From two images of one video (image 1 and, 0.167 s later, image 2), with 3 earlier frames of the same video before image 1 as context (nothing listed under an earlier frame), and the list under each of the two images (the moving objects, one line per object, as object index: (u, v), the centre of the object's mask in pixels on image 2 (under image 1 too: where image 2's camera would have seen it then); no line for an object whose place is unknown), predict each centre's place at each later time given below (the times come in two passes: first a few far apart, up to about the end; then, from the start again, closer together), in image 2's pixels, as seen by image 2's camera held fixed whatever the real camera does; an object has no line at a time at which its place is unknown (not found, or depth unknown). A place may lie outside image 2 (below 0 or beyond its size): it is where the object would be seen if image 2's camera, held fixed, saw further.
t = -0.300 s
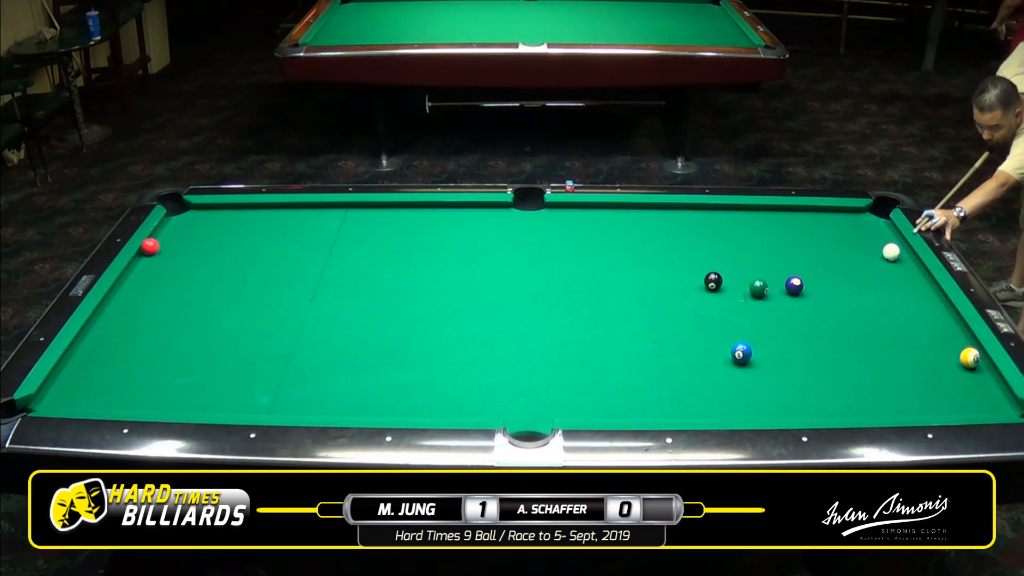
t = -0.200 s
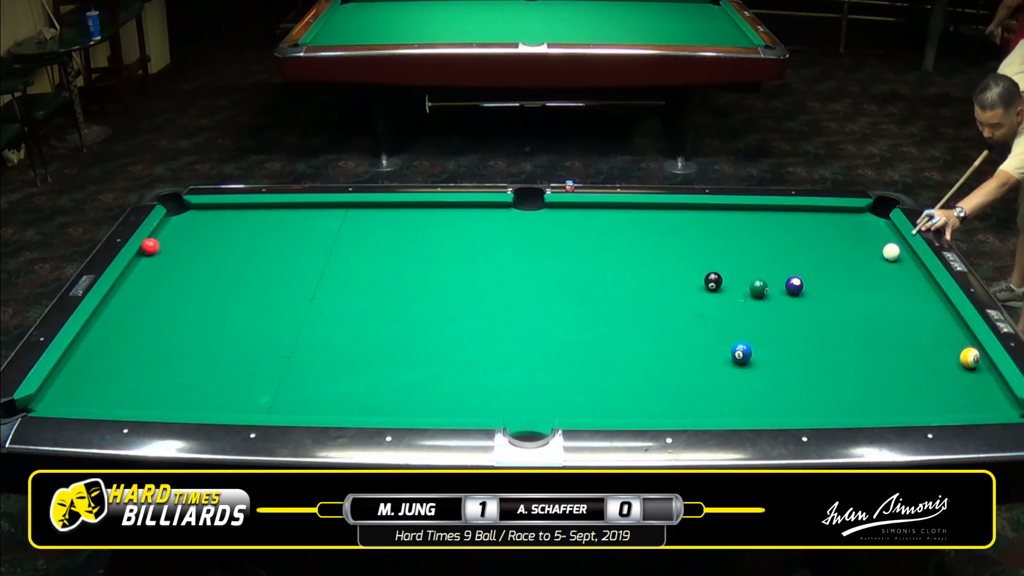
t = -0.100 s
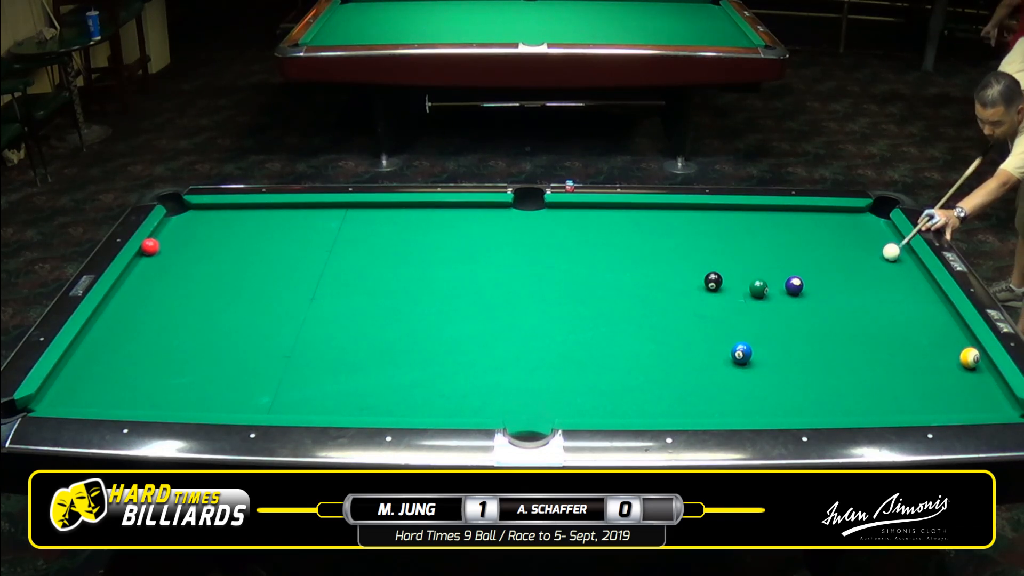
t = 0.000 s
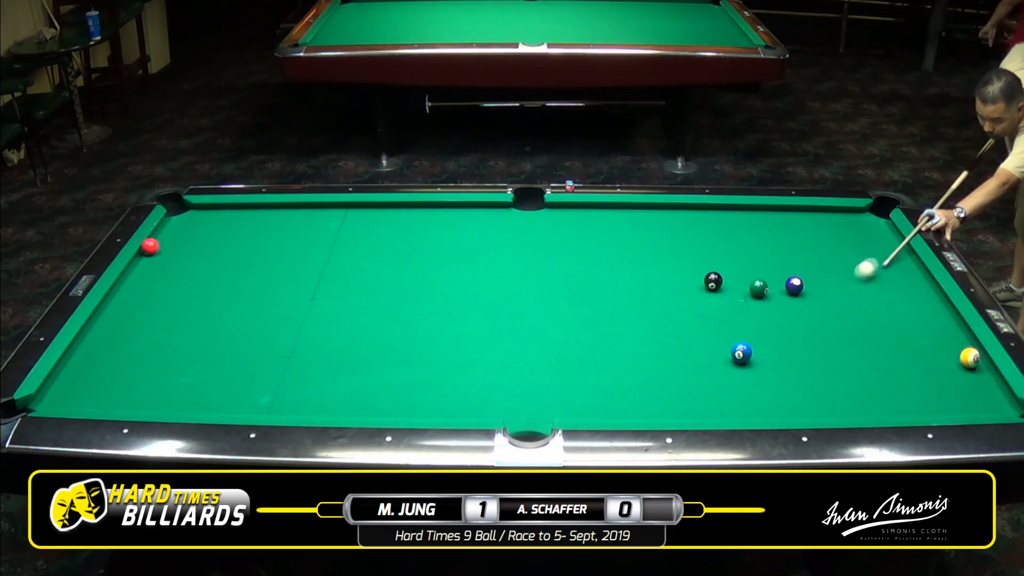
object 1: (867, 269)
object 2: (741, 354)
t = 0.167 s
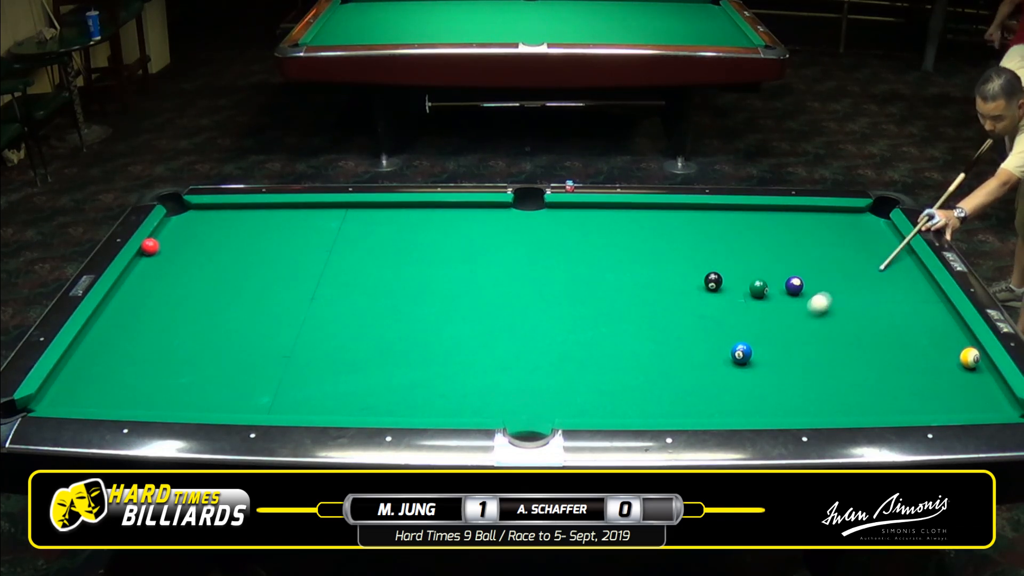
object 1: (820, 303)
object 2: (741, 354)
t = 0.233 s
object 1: (802, 317)
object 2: (741, 354)
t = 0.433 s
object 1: (766, 357)
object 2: (718, 358)
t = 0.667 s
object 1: (777, 398)
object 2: (640, 372)
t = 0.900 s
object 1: (787, 399)
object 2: (565, 386)
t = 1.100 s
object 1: (794, 380)
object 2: (500, 397)
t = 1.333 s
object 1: (802, 361)
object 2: (423, 408)
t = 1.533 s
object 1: (808, 346)
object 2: (363, 408)
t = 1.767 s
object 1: (813, 329)
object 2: (307, 404)
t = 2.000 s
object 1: (819, 315)
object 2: (254, 397)
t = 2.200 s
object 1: (823, 304)
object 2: (212, 390)
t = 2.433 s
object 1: (827, 292)
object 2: (166, 384)
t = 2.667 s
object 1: (831, 281)
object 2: (125, 376)
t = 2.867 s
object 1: (834, 273)
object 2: (93, 370)
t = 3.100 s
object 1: (837, 264)
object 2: (68, 365)
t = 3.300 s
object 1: (839, 257)
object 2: (91, 362)
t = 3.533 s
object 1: (841, 249)
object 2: (117, 359)
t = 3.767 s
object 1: (842, 243)
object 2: (140, 357)
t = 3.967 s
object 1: (844, 238)
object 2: (159, 355)
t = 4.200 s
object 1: (845, 232)
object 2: (181, 353)
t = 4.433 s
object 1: (846, 227)
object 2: (199, 351)
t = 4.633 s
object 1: (847, 224)
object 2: (215, 350)
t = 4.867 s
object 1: (848, 220)
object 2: (231, 348)
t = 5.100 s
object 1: (849, 217)
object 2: (246, 346)
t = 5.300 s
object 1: (850, 215)
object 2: (256, 345)
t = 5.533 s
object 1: (851, 212)
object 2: (268, 344)
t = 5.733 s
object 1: (851, 211)
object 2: (276, 343)
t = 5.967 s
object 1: (852, 211)
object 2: (284, 342)
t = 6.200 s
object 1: (853, 211)
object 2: (290, 342)
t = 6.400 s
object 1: (852, 211)
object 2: (294, 341)
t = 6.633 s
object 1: (852, 211)
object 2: (297, 341)
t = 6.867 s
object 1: (852, 211)
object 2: (298, 341)
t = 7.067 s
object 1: (852, 211)
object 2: (298, 341)
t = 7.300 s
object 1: (852, 211)
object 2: (298, 341)
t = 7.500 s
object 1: (852, 211)
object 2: (298, 341)
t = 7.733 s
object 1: (852, 211)
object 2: (298, 341)
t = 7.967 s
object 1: (852, 211)
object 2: (298, 341)
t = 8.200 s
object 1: (852, 211)
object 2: (298, 341)
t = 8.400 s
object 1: (852, 211)
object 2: (298, 341)
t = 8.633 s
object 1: (852, 211)
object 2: (298, 341)
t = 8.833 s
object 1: (852, 211)
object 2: (298, 341)
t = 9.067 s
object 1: (852, 211)
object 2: (298, 341)
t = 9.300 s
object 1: (852, 211)
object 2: (298, 341)
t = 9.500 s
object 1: (852, 211)
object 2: (298, 341)
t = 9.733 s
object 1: (852, 211)
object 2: (298, 341)
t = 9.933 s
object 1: (852, 211)
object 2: (298, 341)
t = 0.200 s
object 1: (811, 310)
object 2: (741, 354)
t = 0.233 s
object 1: (802, 317)
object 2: (741, 354)
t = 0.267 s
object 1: (792, 324)
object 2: (741, 354)
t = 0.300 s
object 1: (783, 331)
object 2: (741, 354)
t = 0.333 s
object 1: (773, 338)
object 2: (741, 354)
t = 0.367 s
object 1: (764, 346)
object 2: (741, 354)
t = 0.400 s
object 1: (762, 352)
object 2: (731, 356)
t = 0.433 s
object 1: (766, 357)
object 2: (718, 358)
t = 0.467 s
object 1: (769, 362)
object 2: (704, 361)
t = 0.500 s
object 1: (771, 368)
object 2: (693, 363)
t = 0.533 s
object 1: (773, 374)
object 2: (682, 365)
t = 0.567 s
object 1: (774, 380)
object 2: (672, 367)
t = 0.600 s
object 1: (775, 386)
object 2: (662, 369)
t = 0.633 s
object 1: (776, 392)
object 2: (652, 370)
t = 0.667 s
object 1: (777, 398)
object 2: (640, 372)
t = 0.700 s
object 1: (779, 404)
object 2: (630, 375)
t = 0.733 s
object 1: (780, 408)
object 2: (620, 376)
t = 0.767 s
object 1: (781, 410)
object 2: (609, 378)
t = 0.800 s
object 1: (783, 408)
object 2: (598, 380)
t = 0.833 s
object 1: (784, 405)
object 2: (588, 382)
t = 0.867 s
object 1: (785, 402)
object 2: (577, 384)
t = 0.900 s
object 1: (787, 399)
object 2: (565, 386)
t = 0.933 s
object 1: (788, 396)
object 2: (555, 387)
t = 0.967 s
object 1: (790, 392)
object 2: (544, 389)
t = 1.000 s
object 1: (791, 389)
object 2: (533, 391)
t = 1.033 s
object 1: (792, 386)
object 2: (523, 393)
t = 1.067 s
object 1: (793, 383)
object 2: (512, 395)
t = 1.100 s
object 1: (794, 380)
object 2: (500, 397)
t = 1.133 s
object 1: (796, 378)
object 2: (489, 399)
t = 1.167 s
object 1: (797, 375)
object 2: (478, 400)
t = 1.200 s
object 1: (798, 372)
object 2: (468, 402)
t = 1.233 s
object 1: (799, 369)
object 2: (457, 404)
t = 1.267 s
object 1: (800, 366)
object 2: (446, 405)
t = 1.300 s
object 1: (801, 363)
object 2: (434, 407)
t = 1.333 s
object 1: (802, 361)
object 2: (423, 408)
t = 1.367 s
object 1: (803, 358)
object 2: (412, 409)
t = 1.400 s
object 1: (804, 356)
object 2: (401, 409)
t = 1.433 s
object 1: (805, 353)
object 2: (390, 410)
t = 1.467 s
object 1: (806, 351)
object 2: (381, 411)
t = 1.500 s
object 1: (807, 348)
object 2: (373, 409)
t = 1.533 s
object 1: (808, 346)
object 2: (363, 408)
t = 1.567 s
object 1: (809, 343)
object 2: (355, 408)
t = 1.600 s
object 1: (809, 341)
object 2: (347, 407)
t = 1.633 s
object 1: (810, 338)
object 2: (339, 407)
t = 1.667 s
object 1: (811, 336)
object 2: (330, 406)
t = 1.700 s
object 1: (812, 334)
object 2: (323, 405)
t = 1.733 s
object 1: (813, 332)
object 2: (315, 404)
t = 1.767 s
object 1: (813, 329)
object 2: (307, 404)
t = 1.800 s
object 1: (814, 327)
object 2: (298, 403)
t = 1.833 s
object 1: (815, 325)
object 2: (291, 402)
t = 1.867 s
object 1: (816, 323)
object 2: (283, 401)
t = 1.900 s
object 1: (817, 321)
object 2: (276, 400)
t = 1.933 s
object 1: (817, 319)
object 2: (269, 399)
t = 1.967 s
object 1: (818, 317)
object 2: (261, 399)
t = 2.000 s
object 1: (819, 315)
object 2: (254, 397)
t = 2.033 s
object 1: (819, 313)
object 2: (247, 395)
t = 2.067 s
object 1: (820, 311)
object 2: (239, 395)
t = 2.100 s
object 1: (821, 309)
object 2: (232, 394)
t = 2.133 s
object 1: (821, 307)
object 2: (225, 393)
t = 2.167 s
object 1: (822, 306)
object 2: (219, 392)
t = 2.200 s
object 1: (823, 304)
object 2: (212, 390)
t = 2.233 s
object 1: (824, 302)
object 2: (205, 390)
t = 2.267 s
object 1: (824, 300)
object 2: (199, 388)
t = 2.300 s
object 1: (825, 299)
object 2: (191, 388)
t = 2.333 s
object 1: (825, 297)
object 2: (185, 386)
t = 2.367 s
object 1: (826, 295)
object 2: (178, 385)
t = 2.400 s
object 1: (827, 293)
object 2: (173, 384)
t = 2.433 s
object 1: (827, 292)
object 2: (166, 384)
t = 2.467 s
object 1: (828, 290)
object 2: (161, 382)
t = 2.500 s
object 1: (828, 289)
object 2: (154, 381)
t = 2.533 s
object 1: (829, 287)
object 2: (148, 380)
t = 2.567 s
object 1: (829, 286)
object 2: (142, 379)
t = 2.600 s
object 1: (830, 284)
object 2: (136, 379)
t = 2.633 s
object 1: (830, 283)
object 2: (131, 378)
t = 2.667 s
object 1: (831, 281)
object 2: (125, 376)
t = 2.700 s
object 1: (831, 280)
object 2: (119, 375)
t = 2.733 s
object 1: (832, 278)
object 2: (114, 374)
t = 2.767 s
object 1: (832, 277)
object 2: (109, 373)
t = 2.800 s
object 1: (833, 275)
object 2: (104, 372)
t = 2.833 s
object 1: (833, 274)
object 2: (98, 371)
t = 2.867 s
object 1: (834, 273)
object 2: (93, 370)
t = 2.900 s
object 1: (834, 271)
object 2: (88, 370)
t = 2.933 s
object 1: (834, 270)
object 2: (82, 369)
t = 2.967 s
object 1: (835, 269)
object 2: (78, 368)
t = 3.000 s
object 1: (835, 267)
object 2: (72, 366)
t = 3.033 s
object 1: (836, 266)
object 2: (68, 365)
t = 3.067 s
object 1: (836, 265)
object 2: (65, 365)
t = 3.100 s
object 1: (837, 264)
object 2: (68, 365)
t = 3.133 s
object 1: (837, 263)
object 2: (72, 364)
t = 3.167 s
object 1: (837, 261)
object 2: (77, 364)
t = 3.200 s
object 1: (838, 260)
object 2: (81, 363)
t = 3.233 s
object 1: (838, 259)
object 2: (85, 363)
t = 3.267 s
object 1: (838, 258)
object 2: (88, 363)
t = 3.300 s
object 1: (839, 257)
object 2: (91, 362)
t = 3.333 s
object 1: (839, 256)
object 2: (95, 362)
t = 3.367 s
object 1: (839, 255)
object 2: (98, 361)
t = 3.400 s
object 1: (840, 253)
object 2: (102, 361)
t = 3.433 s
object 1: (840, 252)
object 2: (106, 360)
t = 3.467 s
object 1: (840, 251)
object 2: (110, 360)
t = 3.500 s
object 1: (841, 250)
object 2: (113, 360)
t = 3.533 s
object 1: (841, 249)
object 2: (117, 359)
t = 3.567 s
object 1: (841, 248)
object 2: (120, 359)
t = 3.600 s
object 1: (841, 247)
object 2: (123, 359)
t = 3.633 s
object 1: (842, 246)
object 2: (127, 358)
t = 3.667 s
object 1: (842, 245)
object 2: (130, 358)
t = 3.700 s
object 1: (842, 245)
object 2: (133, 358)
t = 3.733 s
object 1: (842, 244)
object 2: (137, 357)
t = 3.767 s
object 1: (842, 243)
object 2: (140, 357)
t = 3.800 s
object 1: (843, 242)
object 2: (144, 356)
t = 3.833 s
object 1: (843, 241)
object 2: (147, 356)
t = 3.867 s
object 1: (843, 240)
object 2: (150, 356)
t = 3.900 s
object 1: (843, 239)
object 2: (153, 356)
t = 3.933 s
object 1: (844, 238)
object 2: (156, 355)
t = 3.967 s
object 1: (844, 238)
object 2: (159, 355)
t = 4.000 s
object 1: (844, 237)
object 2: (162, 355)
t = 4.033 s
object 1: (844, 236)
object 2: (165, 354)
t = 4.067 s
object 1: (844, 235)
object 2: (168, 354)
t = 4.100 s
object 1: (845, 234)
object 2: (171, 353)
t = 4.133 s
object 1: (845, 234)
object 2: (175, 353)
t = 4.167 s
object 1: (845, 233)
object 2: (178, 353)
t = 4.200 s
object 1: (845, 232)
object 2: (181, 353)
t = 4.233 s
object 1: (845, 231)
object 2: (183, 353)
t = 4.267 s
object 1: (846, 231)
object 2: (186, 353)
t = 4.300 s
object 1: (846, 230)
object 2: (189, 352)
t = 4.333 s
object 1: (846, 229)
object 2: (191, 352)
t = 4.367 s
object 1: (846, 229)
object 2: (194, 351)
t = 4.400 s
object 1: (846, 228)
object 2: (197, 351)
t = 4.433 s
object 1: (846, 227)
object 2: (199, 351)
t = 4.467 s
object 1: (846, 227)
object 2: (202, 350)
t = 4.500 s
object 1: (847, 226)
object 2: (205, 350)
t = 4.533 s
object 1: (847, 225)
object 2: (208, 350)
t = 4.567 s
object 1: (847, 225)
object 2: (210, 350)
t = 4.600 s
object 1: (847, 224)
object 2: (212, 350)
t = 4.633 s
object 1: (847, 224)
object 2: (215, 350)
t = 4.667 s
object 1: (847, 223)
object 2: (217, 350)
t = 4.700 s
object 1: (848, 223)
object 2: (219, 349)
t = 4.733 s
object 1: (848, 222)
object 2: (222, 349)
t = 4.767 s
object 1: (848, 222)
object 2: (224, 349)
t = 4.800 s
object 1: (848, 221)
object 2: (226, 348)
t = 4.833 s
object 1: (848, 220)
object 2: (228, 348)
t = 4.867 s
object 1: (848, 220)
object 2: (231, 348)
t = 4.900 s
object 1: (848, 219)
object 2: (233, 347)
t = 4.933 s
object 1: (848, 219)
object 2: (235, 347)
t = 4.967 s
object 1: (849, 219)
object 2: (237, 347)
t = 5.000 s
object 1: (849, 218)
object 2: (240, 347)
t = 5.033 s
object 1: (849, 218)
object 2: (242, 347)
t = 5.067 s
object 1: (849, 217)
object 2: (244, 347)
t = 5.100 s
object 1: (849, 217)
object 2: (246, 346)
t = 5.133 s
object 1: (849, 216)
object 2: (247, 346)
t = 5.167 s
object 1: (849, 216)
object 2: (249, 346)
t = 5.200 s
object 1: (850, 216)
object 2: (251, 346)
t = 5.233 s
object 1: (850, 215)
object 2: (252, 346)
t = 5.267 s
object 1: (850, 215)
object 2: (255, 346)
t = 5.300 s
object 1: (850, 215)
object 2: (256, 345)
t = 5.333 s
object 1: (850, 214)
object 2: (258, 345)
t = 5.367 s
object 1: (850, 214)
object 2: (259, 345)
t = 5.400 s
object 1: (851, 214)
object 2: (261, 345)
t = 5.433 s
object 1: (851, 213)
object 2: (263, 344)
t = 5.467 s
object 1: (851, 213)
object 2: (264, 344)
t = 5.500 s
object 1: (851, 213)
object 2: (266, 344)
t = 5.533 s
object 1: (851, 212)
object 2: (268, 344)
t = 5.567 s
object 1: (851, 212)
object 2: (269, 343)
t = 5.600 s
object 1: (851, 212)
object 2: (271, 344)
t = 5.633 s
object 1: (851, 212)
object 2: (272, 343)
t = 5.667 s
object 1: (851, 211)
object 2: (274, 343)
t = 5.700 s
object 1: (851, 211)
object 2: (275, 343)
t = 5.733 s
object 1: (851, 211)
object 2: (276, 343)
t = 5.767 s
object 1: (851, 211)
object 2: (277, 343)
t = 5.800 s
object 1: (851, 211)
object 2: (279, 343)
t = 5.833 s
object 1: (852, 211)
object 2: (280, 343)
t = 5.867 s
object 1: (852, 211)
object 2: (281, 343)
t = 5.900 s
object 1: (852, 211)
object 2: (282, 343)
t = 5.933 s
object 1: (852, 211)
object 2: (283, 342)
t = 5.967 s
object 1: (852, 211)
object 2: (284, 342)
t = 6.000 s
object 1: (852, 211)
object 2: (285, 342)
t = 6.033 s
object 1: (852, 211)
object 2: (286, 342)
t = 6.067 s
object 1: (853, 211)
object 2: (287, 342)
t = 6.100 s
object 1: (853, 211)
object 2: (287, 342)
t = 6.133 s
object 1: (853, 211)
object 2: (288, 342)
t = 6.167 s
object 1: (853, 211)
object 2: (289, 342)
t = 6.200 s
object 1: (853, 211)
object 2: (290, 342)
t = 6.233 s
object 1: (853, 211)
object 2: (291, 342)
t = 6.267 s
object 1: (853, 211)
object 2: (291, 342)
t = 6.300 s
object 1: (853, 211)
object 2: (292, 342)
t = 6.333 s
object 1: (852, 211)
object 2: (293, 342)
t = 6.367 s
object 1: (852, 211)
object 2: (293, 341)
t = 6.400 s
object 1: (852, 211)
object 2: (294, 341)
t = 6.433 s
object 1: (852, 211)
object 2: (294, 341)
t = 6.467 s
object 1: (852, 211)
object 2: (295, 341)
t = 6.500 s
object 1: (852, 211)
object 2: (295, 341)
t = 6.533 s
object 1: (852, 211)
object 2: (296, 341)
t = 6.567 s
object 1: (852, 211)
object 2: (296, 341)
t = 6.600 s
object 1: (852, 211)
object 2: (297, 341)
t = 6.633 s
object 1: (852, 211)
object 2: (297, 341)
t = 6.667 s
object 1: (852, 211)
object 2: (297, 341)
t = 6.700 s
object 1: (852, 211)
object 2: (297, 341)
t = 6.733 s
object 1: (852, 211)
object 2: (297, 341)
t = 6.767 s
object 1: (852, 211)
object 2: (298, 341)
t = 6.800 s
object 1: (852, 211)
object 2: (298, 341)
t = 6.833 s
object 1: (852, 211)
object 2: (298, 341)
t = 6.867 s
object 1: (852, 211)
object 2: (298, 341)
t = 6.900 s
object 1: (852, 211)
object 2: (298, 341)
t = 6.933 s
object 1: (852, 211)
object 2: (298, 341)
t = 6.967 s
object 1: (852, 211)
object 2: (298, 341)
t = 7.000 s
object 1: (852, 211)
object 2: (298, 341)
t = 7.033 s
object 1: (852, 211)
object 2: (298, 341)
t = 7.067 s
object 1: (852, 211)
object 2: (298, 341)
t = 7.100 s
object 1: (852, 211)
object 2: (298, 341)
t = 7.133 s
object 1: (852, 211)
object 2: (298, 341)
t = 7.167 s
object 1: (852, 211)
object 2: (298, 341)
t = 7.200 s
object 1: (852, 211)
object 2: (298, 341)
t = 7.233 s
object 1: (852, 211)
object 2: (298, 341)
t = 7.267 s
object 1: (852, 211)
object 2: (298, 341)
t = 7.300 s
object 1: (852, 211)
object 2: (298, 341)
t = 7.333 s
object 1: (852, 211)
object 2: (298, 341)
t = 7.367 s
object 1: (852, 211)
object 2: (298, 341)
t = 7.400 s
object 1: (852, 211)
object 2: (298, 341)
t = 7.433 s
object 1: (852, 211)
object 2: (298, 341)
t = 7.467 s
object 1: (852, 211)
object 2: (298, 341)
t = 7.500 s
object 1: (852, 211)
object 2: (298, 341)
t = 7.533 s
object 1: (852, 211)
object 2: (298, 341)
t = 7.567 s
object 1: (852, 211)
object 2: (298, 341)
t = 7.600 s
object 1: (852, 211)
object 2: (298, 341)
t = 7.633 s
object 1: (852, 211)
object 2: (298, 341)
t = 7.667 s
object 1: (852, 211)
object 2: (298, 341)
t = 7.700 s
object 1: (852, 211)
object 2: (298, 341)
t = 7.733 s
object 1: (852, 211)
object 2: (298, 341)
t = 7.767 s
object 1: (852, 211)
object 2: (298, 341)
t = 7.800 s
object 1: (852, 211)
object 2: (298, 341)
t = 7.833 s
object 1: (852, 211)
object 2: (298, 341)
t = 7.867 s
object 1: (852, 211)
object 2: (298, 341)
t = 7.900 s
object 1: (852, 211)
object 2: (298, 341)
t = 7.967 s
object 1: (852, 211)
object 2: (298, 341)
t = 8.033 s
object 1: (852, 211)
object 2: (298, 341)
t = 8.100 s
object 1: (852, 211)
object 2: (298, 341)
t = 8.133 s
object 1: (852, 211)
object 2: (298, 341)
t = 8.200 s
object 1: (852, 211)
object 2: (298, 341)
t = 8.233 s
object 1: (852, 211)
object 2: (298, 341)
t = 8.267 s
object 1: (852, 211)
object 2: (298, 341)
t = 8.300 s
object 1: (852, 211)
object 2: (298, 341)
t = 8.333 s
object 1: (852, 211)
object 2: (298, 341)
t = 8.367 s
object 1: (852, 211)
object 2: (298, 341)
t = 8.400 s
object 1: (852, 211)
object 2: (298, 341)
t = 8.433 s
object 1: (852, 211)
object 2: (298, 341)
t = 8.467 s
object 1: (852, 211)
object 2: (298, 341)
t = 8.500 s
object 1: (852, 211)
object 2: (298, 341)
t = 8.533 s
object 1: (852, 211)
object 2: (298, 341)
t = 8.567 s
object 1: (852, 211)
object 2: (298, 341)
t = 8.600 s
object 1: (852, 211)
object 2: (298, 341)
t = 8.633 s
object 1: (852, 211)
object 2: (298, 341)
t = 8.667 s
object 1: (852, 211)
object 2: (298, 341)
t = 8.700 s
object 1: (852, 211)
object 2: (298, 341)
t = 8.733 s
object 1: (852, 211)
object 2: (298, 341)
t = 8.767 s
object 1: (852, 211)
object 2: (298, 341)
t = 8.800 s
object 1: (852, 211)
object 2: (298, 341)
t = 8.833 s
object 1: (852, 211)
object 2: (298, 341)
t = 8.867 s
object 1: (852, 211)
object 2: (298, 341)
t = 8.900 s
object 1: (852, 211)
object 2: (298, 341)
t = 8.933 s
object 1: (852, 211)
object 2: (298, 341)
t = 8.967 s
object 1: (852, 211)
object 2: (298, 341)
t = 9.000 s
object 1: (852, 211)
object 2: (298, 341)
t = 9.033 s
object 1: (852, 211)
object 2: (298, 341)
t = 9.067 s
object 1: (852, 211)
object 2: (298, 341)
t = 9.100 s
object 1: (852, 211)
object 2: (298, 341)
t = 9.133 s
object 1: (852, 211)
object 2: (298, 341)
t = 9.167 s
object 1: (852, 211)
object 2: (298, 341)
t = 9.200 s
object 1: (852, 211)
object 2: (298, 341)
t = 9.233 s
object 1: (852, 211)
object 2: (298, 341)
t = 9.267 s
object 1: (852, 211)
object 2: (298, 341)
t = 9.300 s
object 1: (852, 211)
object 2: (298, 341)
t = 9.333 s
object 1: (852, 211)
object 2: (298, 341)
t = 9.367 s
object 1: (852, 211)
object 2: (298, 341)
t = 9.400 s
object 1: (852, 211)
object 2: (298, 341)
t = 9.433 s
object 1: (852, 211)
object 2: (298, 341)
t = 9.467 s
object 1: (852, 211)
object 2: (298, 341)
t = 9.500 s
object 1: (852, 211)
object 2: (298, 341)
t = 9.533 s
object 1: (852, 211)
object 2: (298, 341)
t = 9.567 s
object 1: (852, 211)
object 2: (298, 341)
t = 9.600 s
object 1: (852, 211)
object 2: (298, 341)
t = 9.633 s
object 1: (852, 211)
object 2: (298, 341)
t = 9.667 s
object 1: (852, 211)
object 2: (298, 341)
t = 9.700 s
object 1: (852, 211)
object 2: (298, 341)
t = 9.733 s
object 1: (852, 211)
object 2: (298, 341)
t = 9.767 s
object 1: (852, 211)
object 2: (298, 341)
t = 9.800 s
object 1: (852, 211)
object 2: (298, 341)
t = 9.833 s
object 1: (852, 211)
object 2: (298, 341)
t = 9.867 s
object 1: (852, 211)
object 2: (298, 341)
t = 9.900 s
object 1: (852, 211)
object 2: (298, 341)
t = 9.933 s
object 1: (852, 211)
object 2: (298, 341)
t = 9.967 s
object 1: (852, 211)
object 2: (298, 341)
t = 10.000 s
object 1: (852, 211)
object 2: (298, 341)
